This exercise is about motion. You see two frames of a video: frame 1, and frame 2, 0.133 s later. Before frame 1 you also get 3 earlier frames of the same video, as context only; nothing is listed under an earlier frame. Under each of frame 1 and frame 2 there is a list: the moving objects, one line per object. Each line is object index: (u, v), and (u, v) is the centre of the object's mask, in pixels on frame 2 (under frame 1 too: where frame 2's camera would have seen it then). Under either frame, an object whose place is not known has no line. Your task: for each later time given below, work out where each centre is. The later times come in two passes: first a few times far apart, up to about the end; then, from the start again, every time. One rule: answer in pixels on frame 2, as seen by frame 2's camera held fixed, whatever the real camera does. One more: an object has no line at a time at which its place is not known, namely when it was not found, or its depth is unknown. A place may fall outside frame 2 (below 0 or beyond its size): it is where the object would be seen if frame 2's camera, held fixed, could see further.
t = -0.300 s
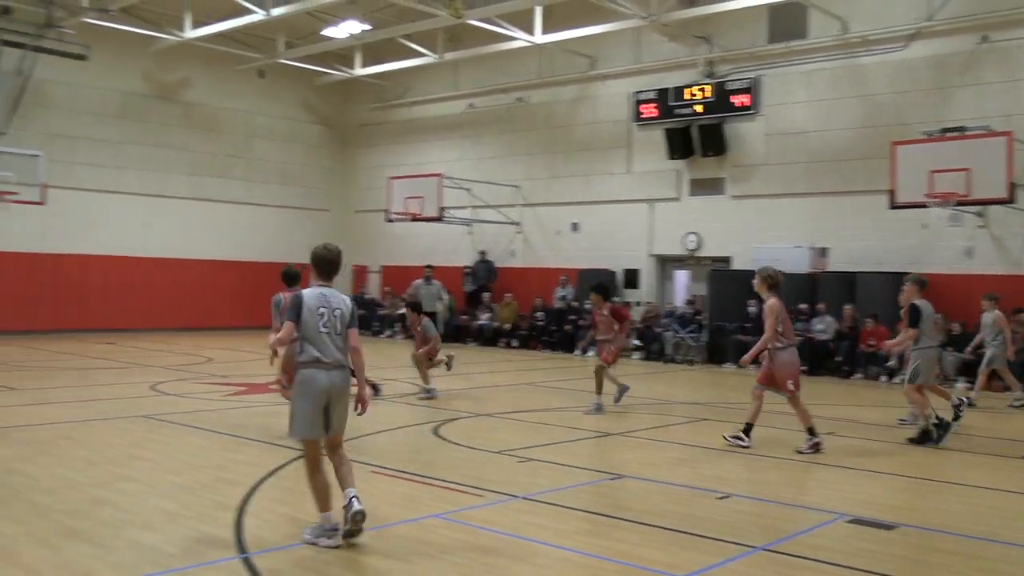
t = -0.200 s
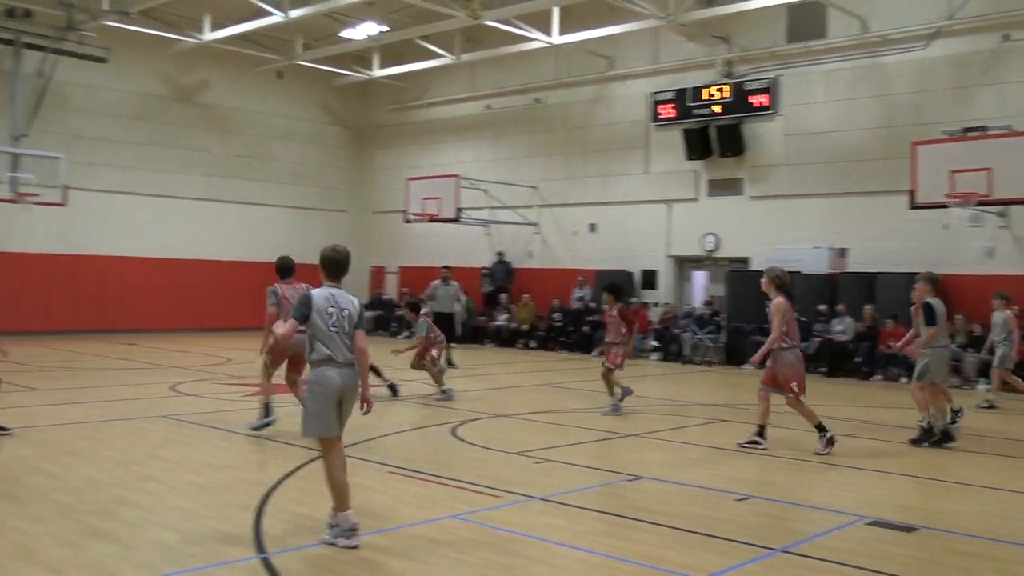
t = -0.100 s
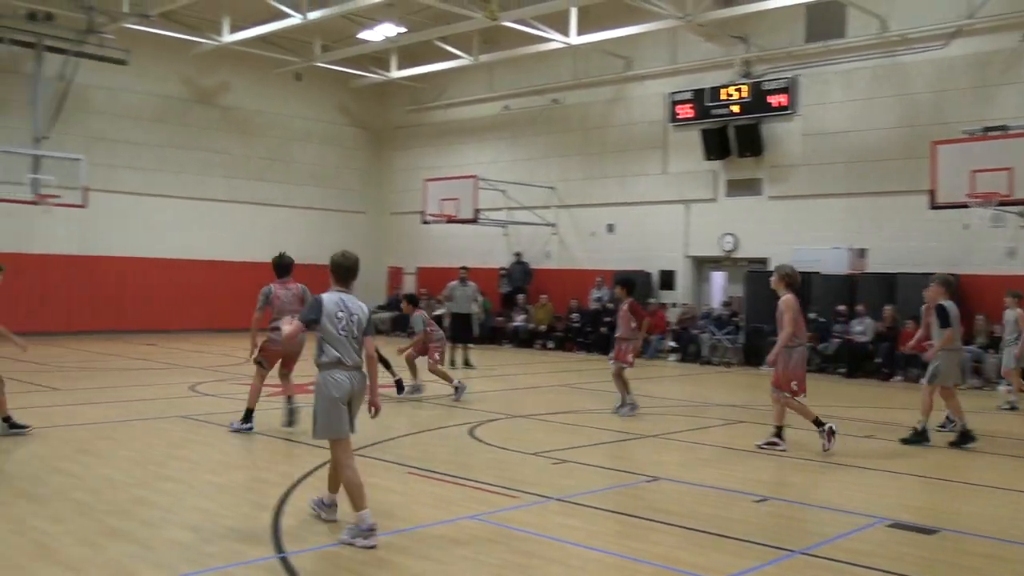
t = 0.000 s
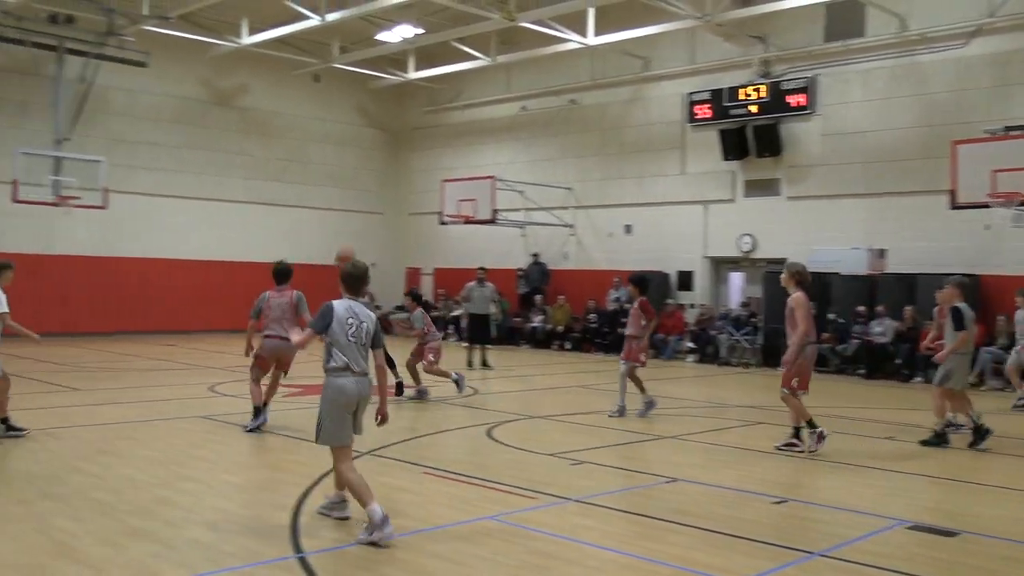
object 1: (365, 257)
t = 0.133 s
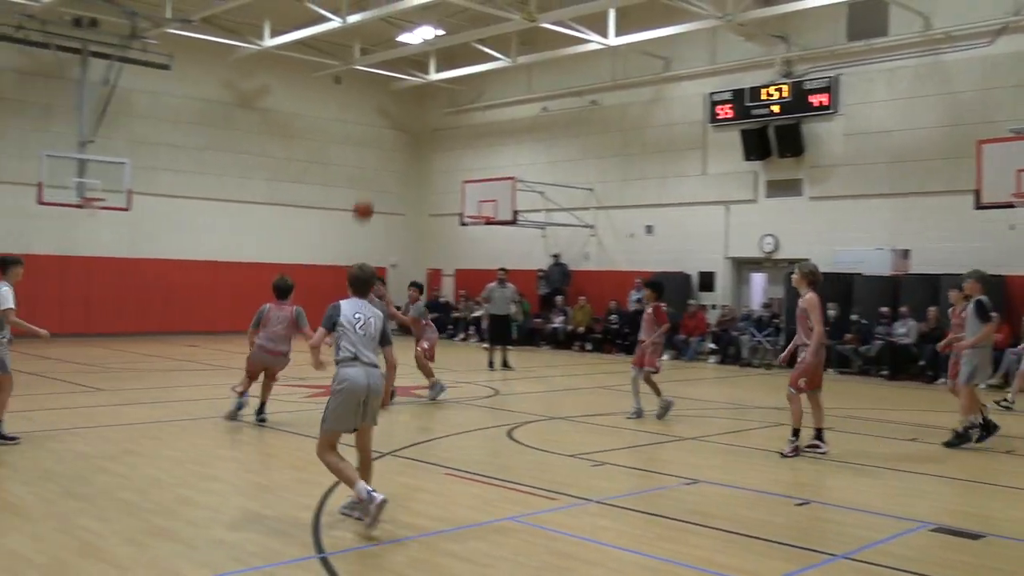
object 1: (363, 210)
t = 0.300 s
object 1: (359, 158)
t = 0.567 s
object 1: (348, 113)
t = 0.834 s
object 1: (333, 143)
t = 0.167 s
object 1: (363, 198)
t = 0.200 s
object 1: (362, 187)
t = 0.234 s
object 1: (361, 176)
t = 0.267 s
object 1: (361, 167)
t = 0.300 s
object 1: (359, 158)
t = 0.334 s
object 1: (358, 149)
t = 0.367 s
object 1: (357, 141)
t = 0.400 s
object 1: (356, 134)
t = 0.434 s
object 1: (355, 127)
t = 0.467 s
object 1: (353, 123)
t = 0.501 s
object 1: (351, 117)
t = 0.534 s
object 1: (350, 114)
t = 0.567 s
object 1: (348, 113)
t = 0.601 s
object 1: (347, 111)
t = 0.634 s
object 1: (345, 111)
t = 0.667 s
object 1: (343, 113)
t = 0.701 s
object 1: (341, 116)
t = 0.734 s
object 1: (339, 120)
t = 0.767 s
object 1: (338, 125)
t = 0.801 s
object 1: (335, 132)
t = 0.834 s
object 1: (333, 143)
